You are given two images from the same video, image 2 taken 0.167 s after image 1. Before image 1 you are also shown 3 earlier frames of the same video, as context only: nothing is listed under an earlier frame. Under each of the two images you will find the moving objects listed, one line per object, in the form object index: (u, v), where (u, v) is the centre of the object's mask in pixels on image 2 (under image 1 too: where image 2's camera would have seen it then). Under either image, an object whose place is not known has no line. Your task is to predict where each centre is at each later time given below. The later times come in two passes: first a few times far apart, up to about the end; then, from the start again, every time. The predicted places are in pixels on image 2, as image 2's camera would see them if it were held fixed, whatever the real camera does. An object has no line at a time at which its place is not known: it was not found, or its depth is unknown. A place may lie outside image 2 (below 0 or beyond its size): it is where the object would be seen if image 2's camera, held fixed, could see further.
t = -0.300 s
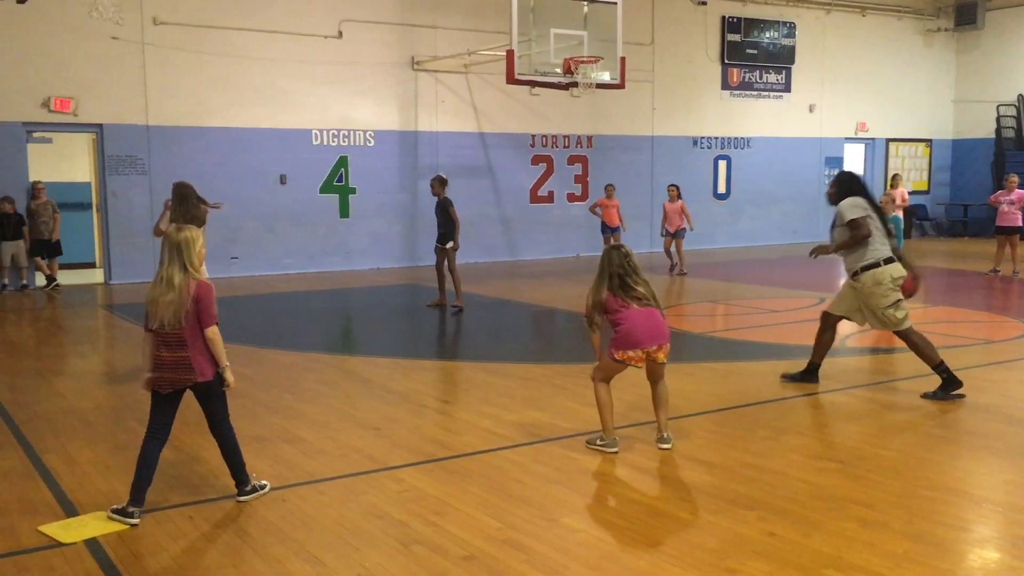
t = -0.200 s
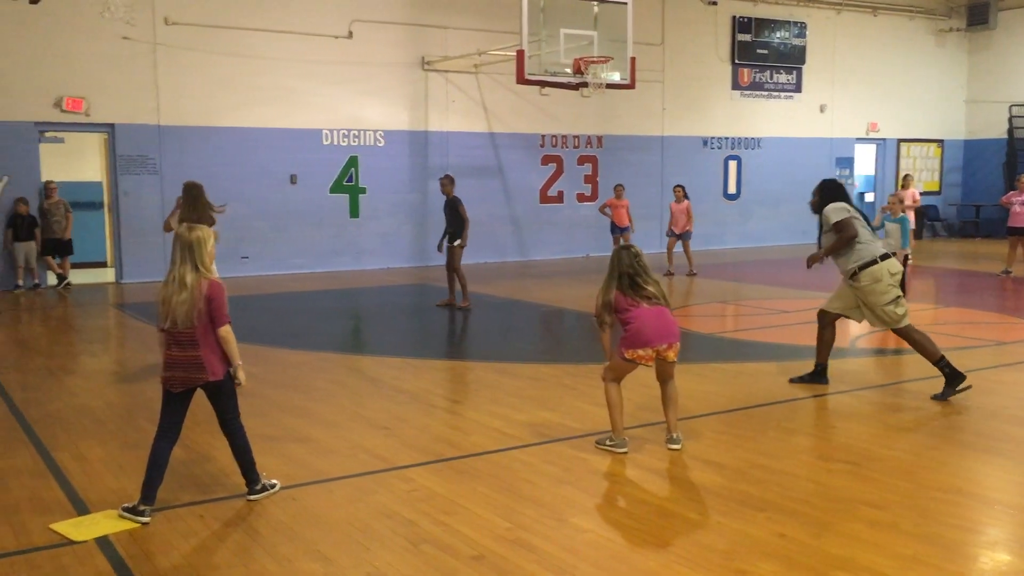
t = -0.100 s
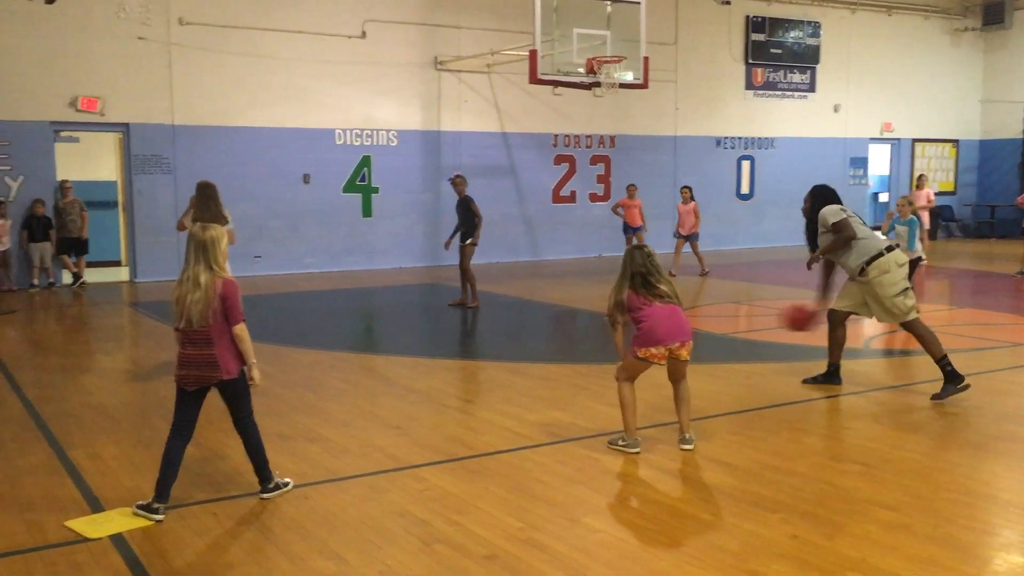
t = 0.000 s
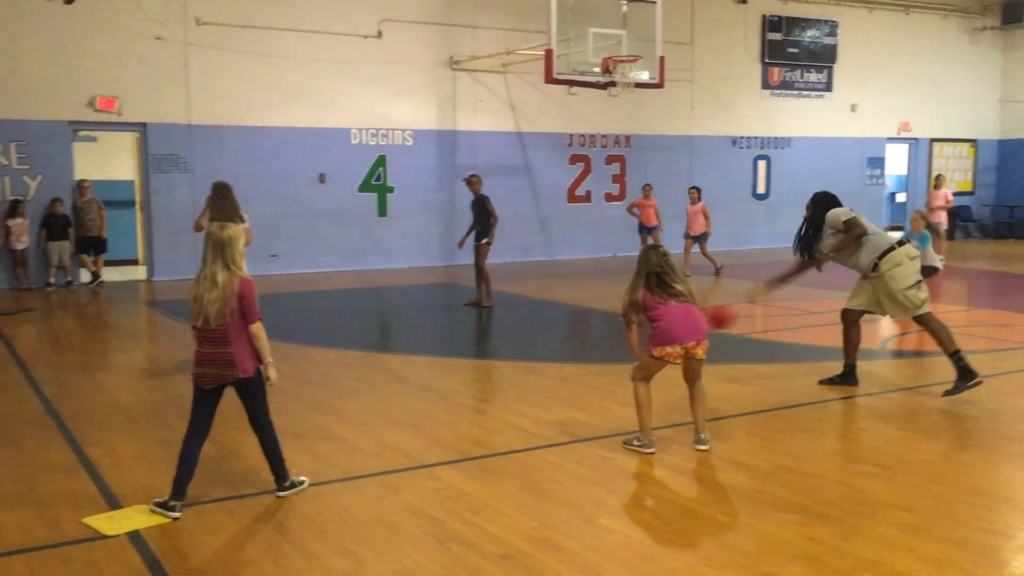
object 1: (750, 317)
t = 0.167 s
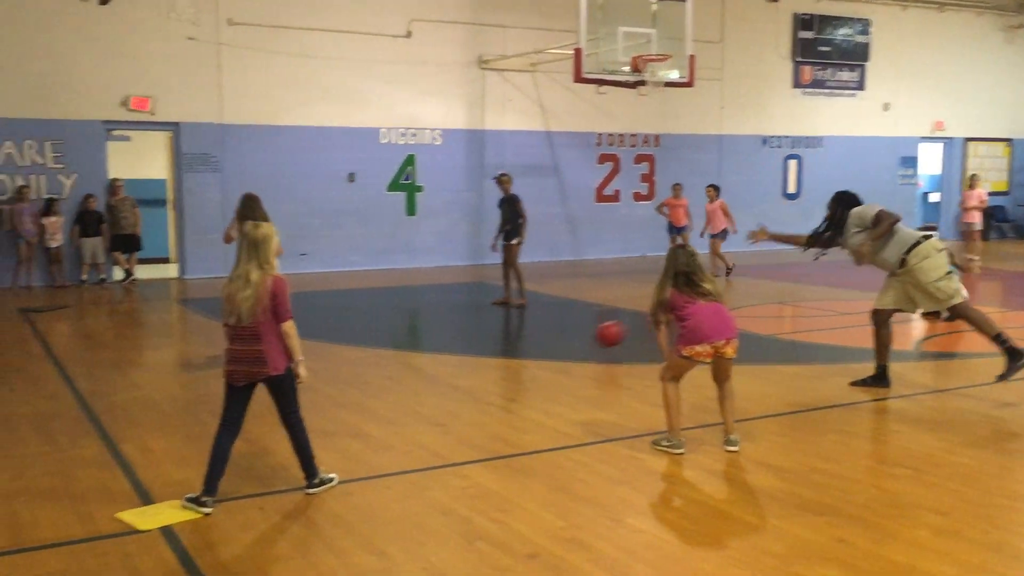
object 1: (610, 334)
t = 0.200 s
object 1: (586, 341)
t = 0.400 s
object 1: (485, 318)
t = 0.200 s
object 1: (586, 341)
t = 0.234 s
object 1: (564, 343)
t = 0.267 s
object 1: (548, 335)
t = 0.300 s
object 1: (532, 329)
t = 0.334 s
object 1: (516, 324)
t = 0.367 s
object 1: (501, 320)
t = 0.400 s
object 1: (485, 318)
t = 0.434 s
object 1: (471, 317)
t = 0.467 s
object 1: (456, 318)
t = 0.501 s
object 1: (442, 319)
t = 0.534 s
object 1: (428, 322)
